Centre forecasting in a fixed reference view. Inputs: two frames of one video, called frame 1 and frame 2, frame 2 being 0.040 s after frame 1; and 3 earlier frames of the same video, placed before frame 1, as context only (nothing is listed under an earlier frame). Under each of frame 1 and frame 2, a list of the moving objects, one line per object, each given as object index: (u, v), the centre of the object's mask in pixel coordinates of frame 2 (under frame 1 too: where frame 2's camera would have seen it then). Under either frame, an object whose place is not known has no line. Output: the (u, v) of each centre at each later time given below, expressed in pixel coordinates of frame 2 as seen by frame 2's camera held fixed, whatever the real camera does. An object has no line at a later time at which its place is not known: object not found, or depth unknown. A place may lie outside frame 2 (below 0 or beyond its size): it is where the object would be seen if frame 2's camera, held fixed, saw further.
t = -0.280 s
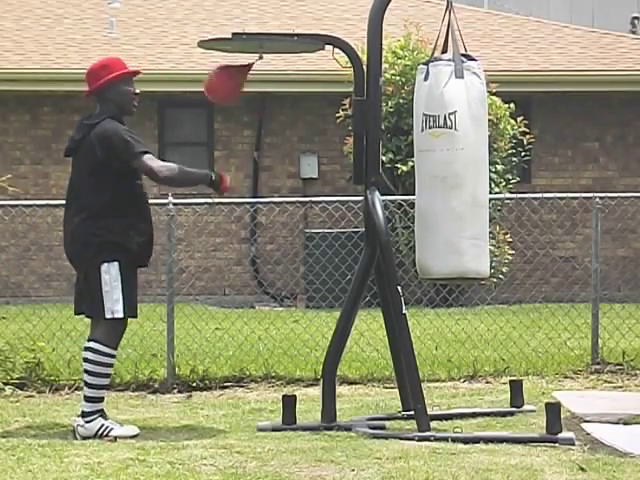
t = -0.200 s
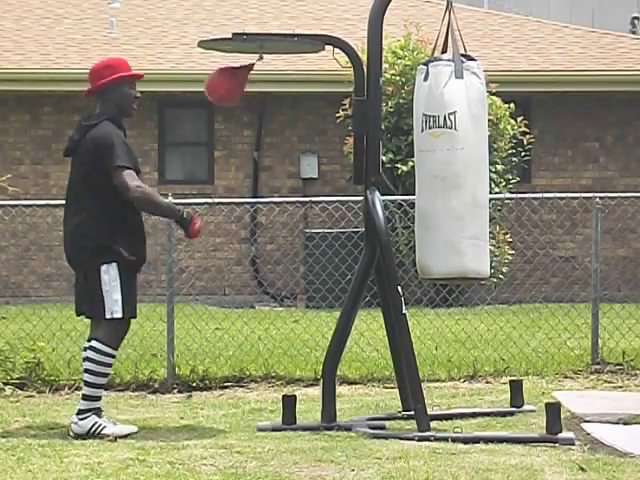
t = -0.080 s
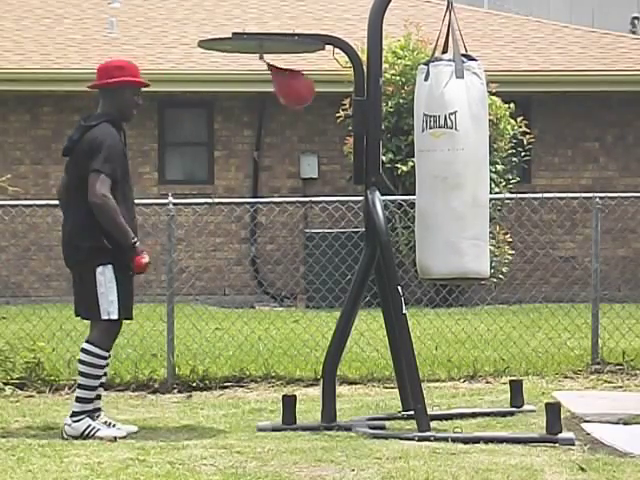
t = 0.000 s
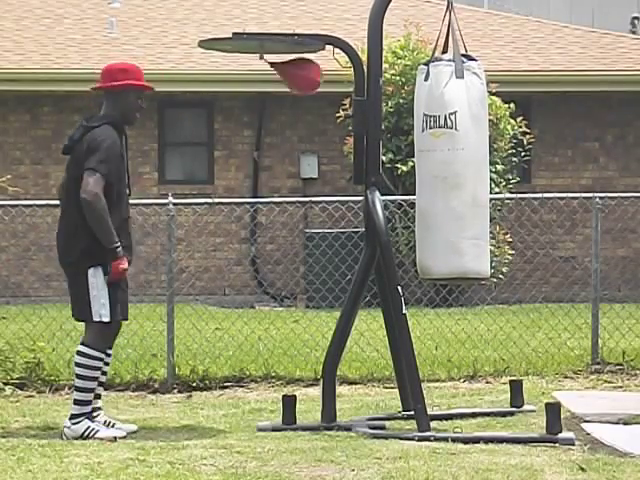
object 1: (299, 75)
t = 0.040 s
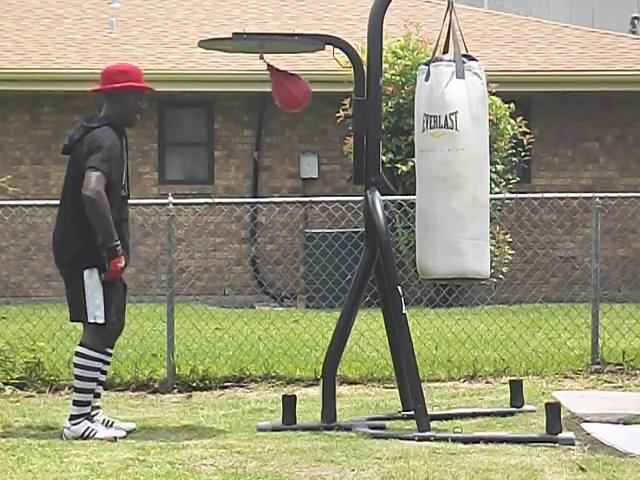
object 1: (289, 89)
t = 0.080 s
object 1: (271, 98)
